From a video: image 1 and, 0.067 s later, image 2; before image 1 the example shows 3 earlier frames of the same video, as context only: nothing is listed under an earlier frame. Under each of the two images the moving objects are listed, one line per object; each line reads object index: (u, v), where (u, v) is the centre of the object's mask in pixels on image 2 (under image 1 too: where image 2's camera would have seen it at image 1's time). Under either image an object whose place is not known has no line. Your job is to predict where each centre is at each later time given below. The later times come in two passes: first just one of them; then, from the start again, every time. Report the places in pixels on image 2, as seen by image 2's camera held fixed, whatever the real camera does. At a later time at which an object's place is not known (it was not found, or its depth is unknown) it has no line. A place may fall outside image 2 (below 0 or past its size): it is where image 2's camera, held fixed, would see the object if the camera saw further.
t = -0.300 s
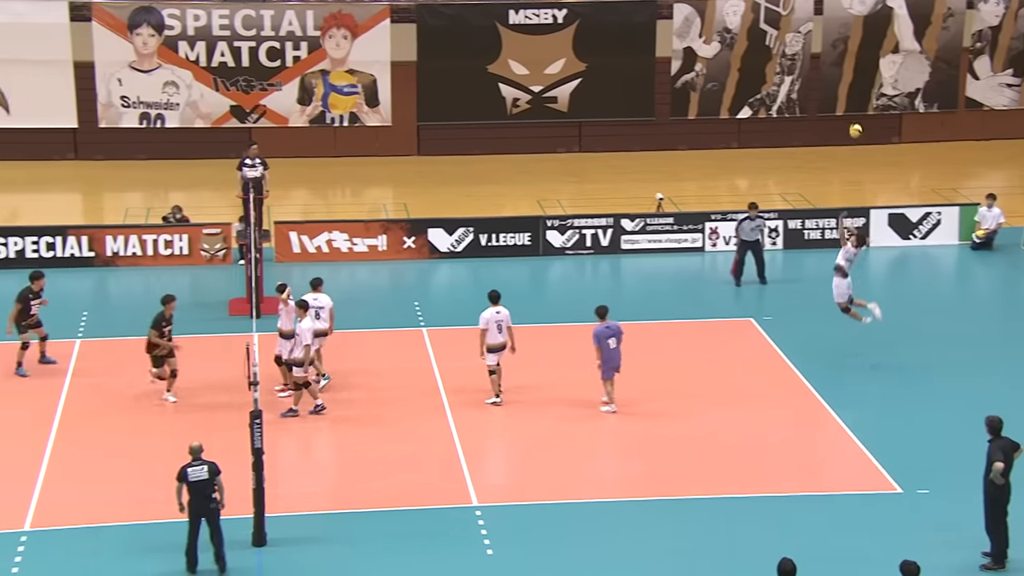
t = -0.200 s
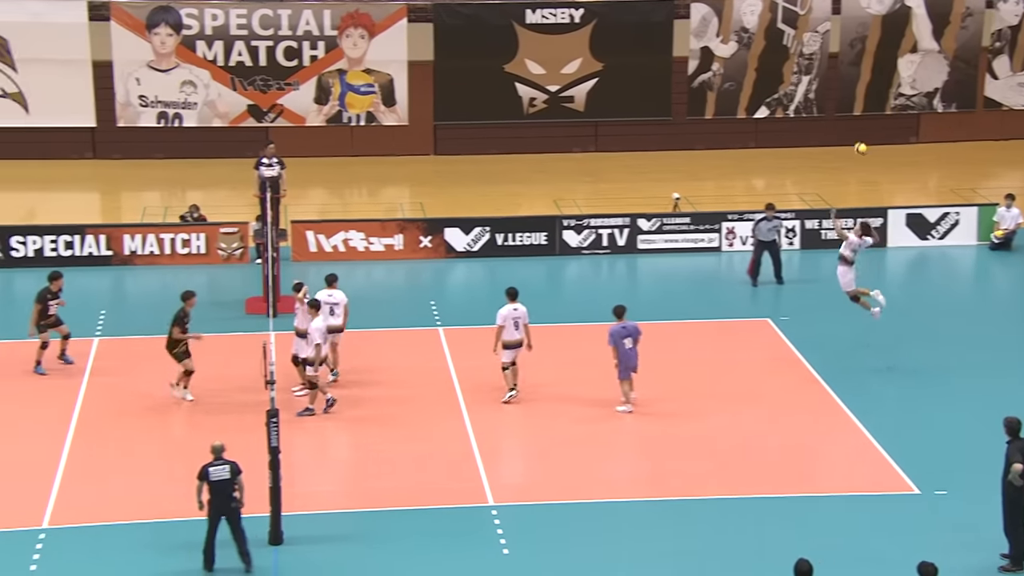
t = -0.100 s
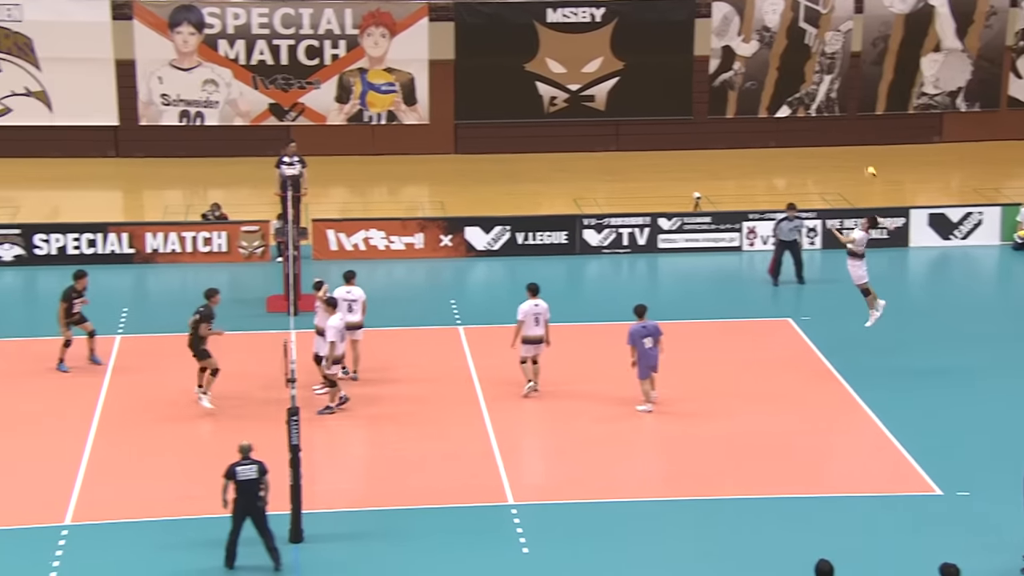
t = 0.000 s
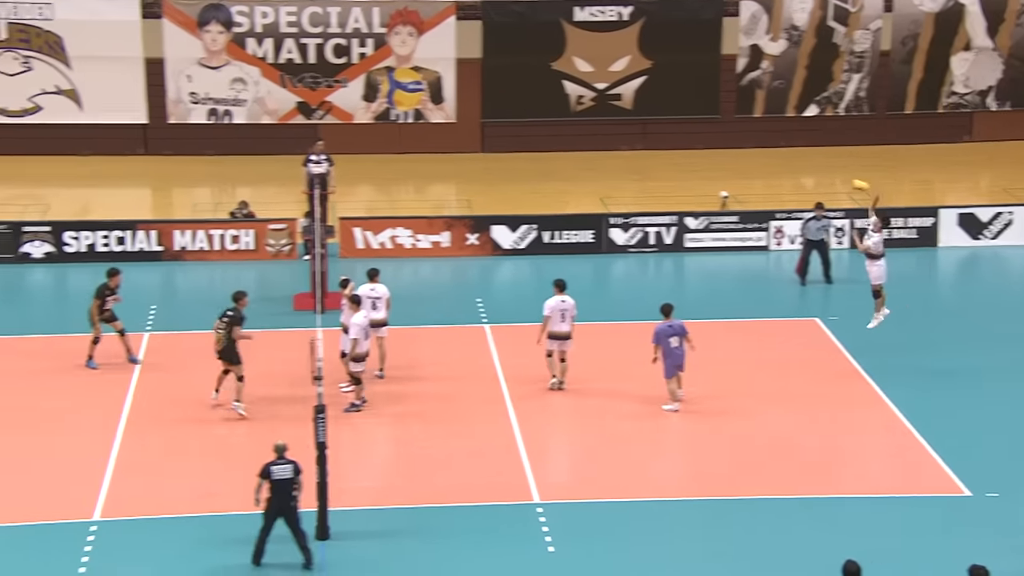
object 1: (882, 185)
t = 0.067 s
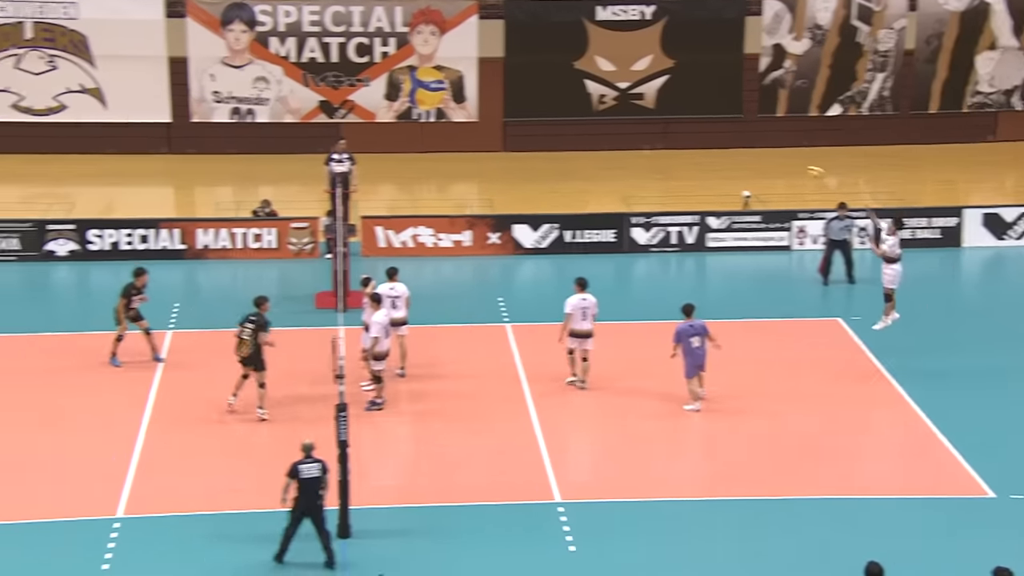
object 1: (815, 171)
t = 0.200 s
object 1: (684, 156)
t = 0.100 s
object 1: (779, 166)
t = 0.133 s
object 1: (749, 162)
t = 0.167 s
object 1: (716, 158)
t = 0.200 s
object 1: (684, 156)
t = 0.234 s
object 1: (652, 153)
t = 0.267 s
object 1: (620, 152)
